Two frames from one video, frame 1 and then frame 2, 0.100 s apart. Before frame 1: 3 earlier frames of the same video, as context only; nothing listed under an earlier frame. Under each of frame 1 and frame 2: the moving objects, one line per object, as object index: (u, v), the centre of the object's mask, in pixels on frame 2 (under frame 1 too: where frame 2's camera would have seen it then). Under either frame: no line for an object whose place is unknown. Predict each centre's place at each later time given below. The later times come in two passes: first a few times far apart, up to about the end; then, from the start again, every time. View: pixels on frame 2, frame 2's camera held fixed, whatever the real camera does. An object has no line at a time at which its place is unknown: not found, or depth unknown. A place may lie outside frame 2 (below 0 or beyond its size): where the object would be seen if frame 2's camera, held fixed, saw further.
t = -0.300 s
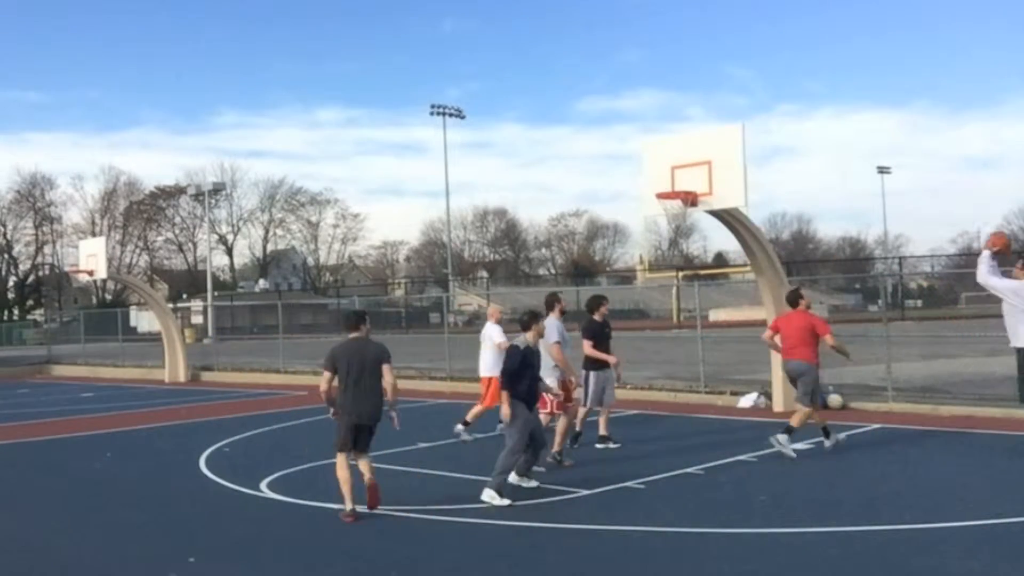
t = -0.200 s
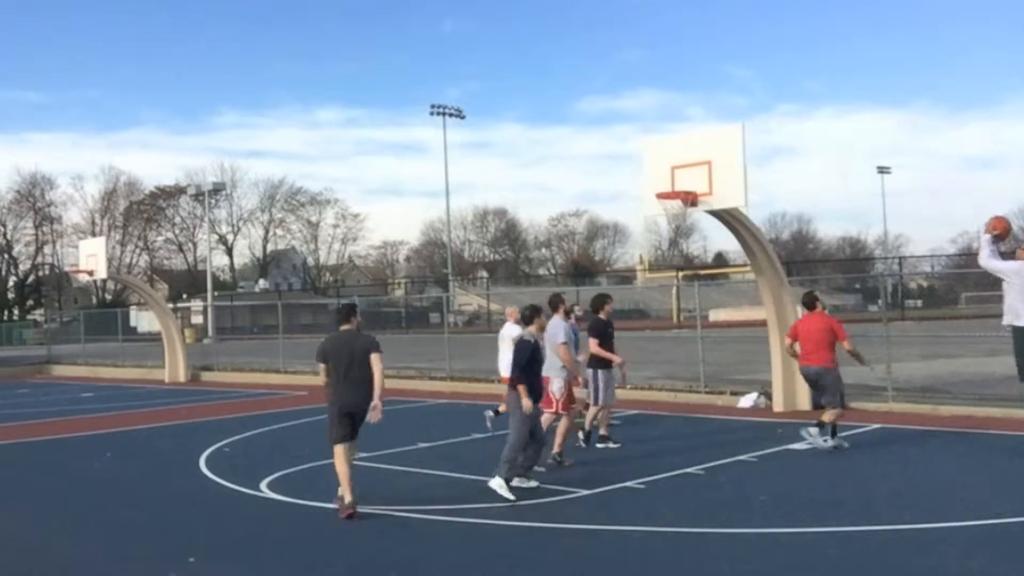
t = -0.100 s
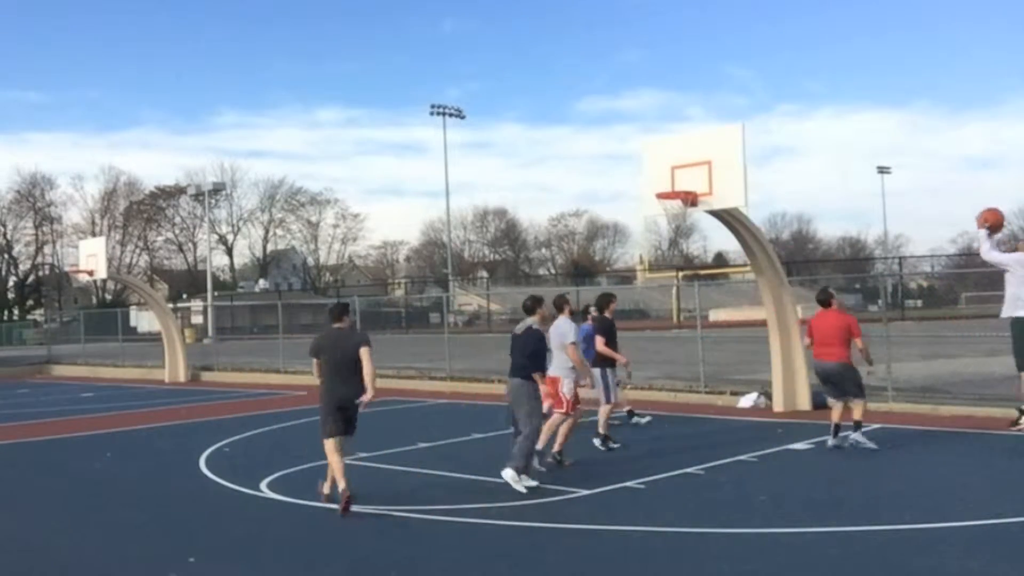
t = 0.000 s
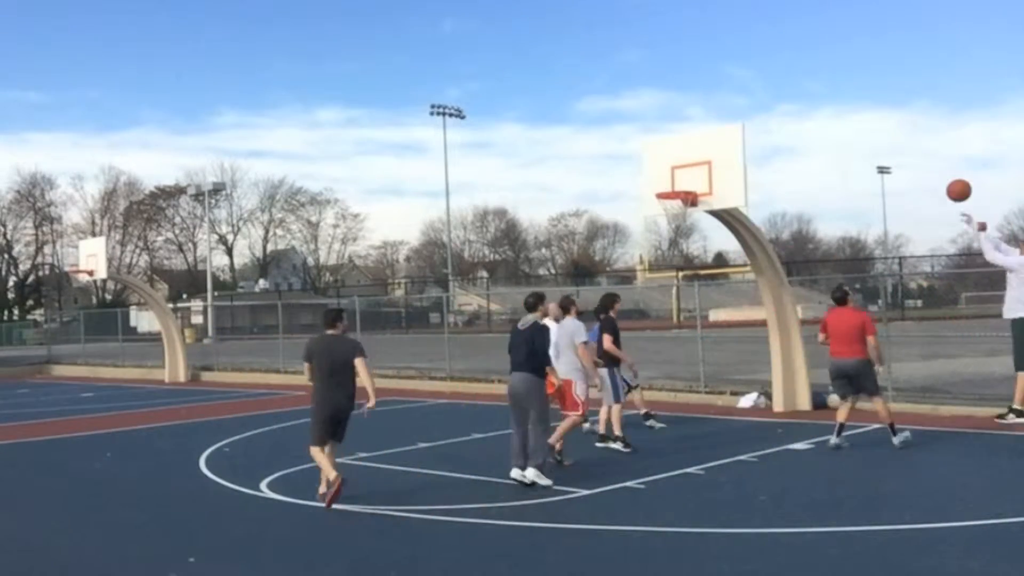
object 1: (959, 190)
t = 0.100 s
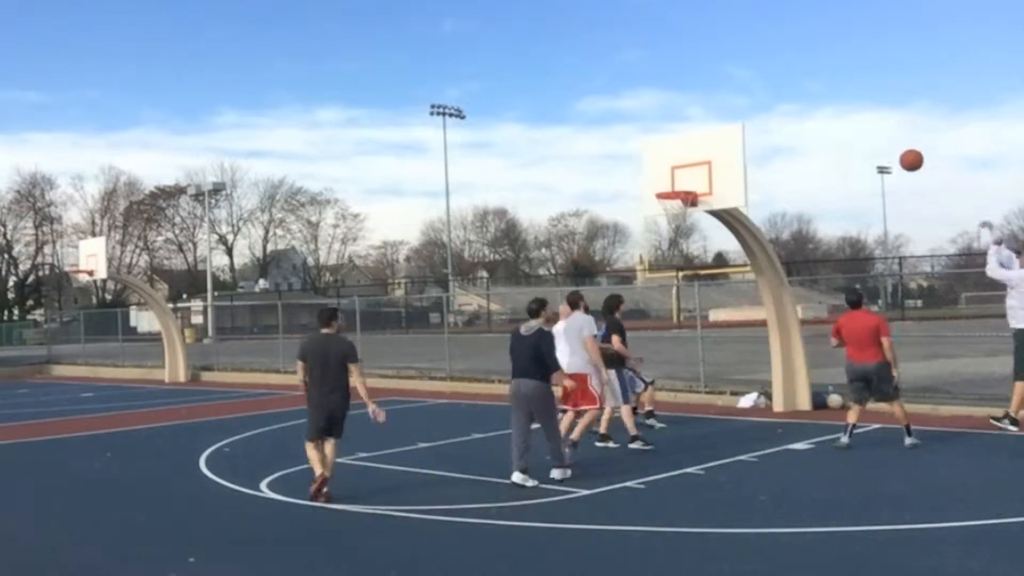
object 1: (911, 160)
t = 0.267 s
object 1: (841, 134)
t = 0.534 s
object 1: (746, 141)
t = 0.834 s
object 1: (665, 207)
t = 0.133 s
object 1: (896, 153)
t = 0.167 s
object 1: (882, 146)
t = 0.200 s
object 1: (868, 141)
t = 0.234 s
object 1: (854, 137)
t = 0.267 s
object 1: (841, 134)
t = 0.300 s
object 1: (827, 131)
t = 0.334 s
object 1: (815, 130)
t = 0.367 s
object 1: (803, 130)
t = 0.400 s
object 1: (790, 130)
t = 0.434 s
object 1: (779, 131)
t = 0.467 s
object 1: (767, 134)
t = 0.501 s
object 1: (756, 137)
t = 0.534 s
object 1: (746, 141)
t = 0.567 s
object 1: (735, 145)
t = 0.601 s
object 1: (724, 151)
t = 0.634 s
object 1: (714, 157)
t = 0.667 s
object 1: (705, 163)
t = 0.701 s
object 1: (694, 171)
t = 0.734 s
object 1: (685, 179)
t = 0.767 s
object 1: (676, 187)
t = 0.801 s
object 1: (666, 197)
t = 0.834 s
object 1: (665, 207)
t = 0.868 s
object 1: (669, 213)
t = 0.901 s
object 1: (674, 218)
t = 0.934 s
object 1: (677, 223)
